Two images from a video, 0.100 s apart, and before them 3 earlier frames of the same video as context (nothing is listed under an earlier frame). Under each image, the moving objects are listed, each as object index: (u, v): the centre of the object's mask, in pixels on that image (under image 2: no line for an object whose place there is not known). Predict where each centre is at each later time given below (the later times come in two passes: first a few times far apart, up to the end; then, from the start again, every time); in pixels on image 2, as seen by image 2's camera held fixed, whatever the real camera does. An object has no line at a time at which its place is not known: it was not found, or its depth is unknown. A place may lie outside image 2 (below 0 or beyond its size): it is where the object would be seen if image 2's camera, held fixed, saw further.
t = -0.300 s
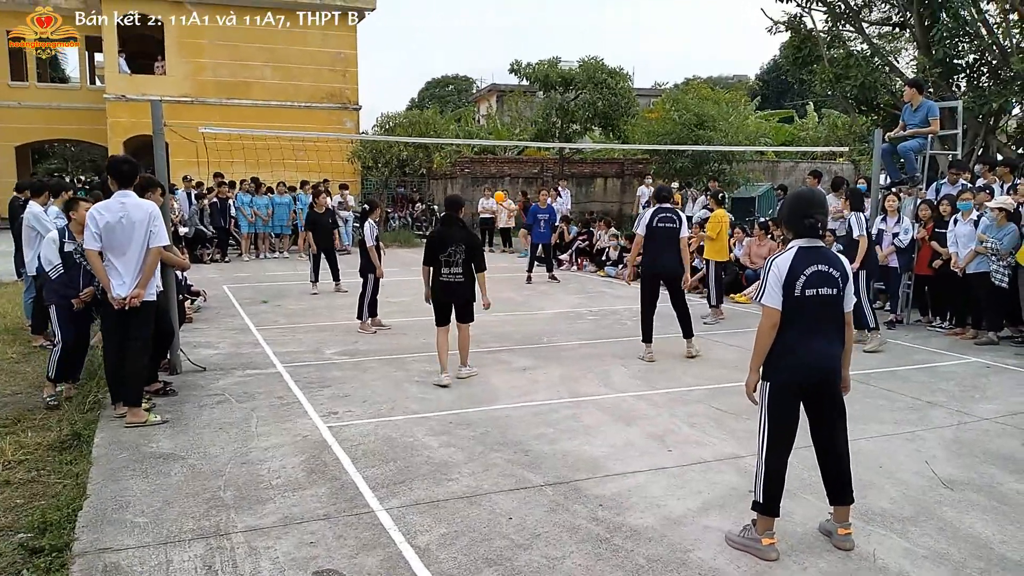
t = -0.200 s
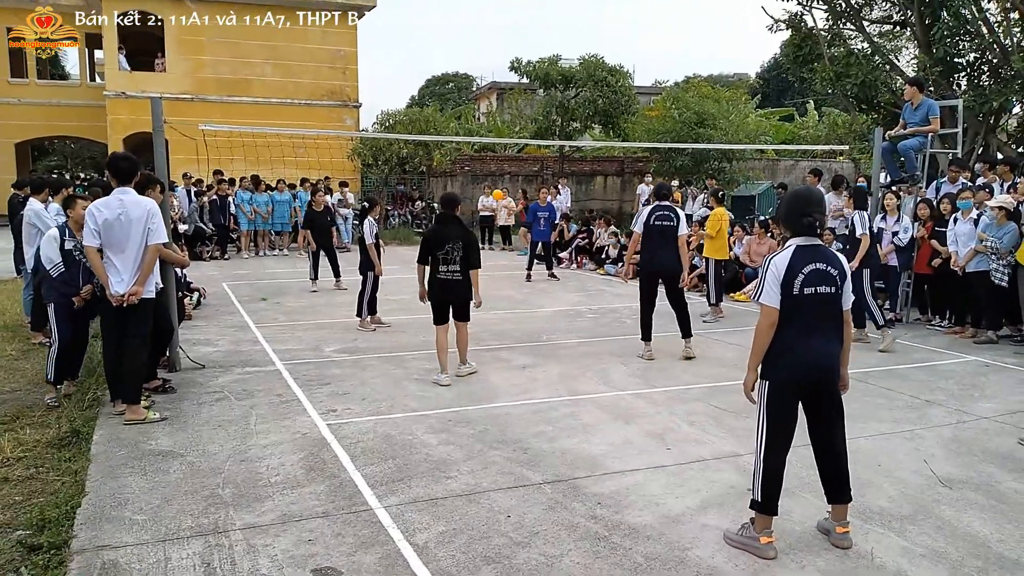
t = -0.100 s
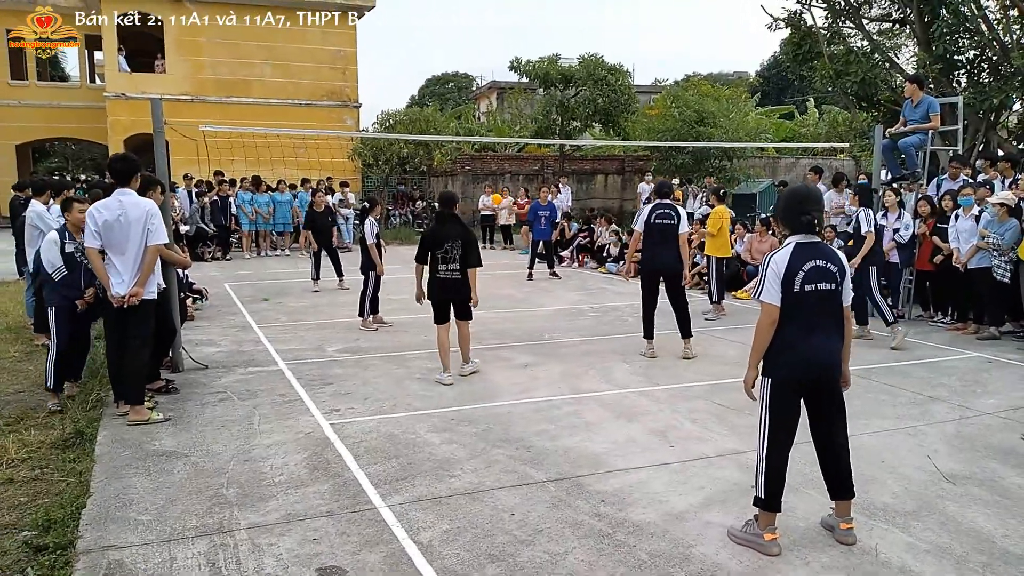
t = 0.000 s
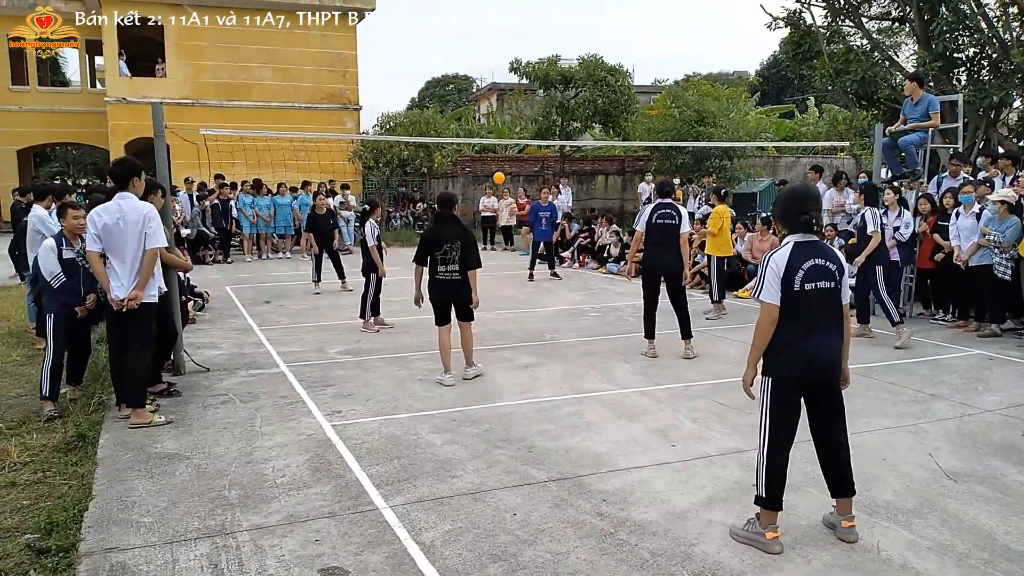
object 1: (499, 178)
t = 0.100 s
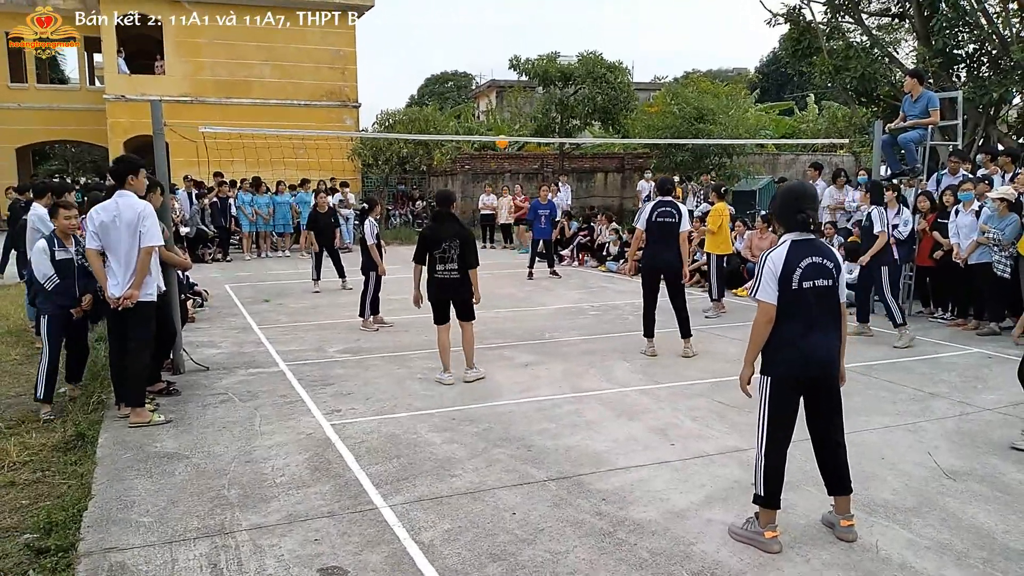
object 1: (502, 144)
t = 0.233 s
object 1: (510, 99)
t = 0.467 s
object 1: (533, 43)
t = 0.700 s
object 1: (567, 26)
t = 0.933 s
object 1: (612, 68)
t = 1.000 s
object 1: (626, 97)
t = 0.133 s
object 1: (504, 130)
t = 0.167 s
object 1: (505, 120)
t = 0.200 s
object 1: (508, 109)
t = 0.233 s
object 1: (510, 99)
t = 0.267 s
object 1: (513, 89)
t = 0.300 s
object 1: (516, 81)
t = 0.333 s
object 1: (519, 72)
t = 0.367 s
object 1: (522, 64)
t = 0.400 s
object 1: (526, 56)
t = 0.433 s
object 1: (530, 49)
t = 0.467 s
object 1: (533, 43)
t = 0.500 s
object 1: (537, 37)
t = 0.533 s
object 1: (542, 33)
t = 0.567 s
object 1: (546, 29)
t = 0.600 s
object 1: (550, 27)
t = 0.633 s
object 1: (555, 26)
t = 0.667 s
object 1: (561, 25)
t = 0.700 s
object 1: (567, 26)
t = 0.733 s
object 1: (573, 27)
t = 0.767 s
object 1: (579, 30)
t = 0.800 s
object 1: (585, 34)
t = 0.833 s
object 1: (591, 40)
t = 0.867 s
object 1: (597, 48)
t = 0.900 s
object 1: (605, 57)
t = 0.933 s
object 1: (612, 68)
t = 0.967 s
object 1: (619, 82)
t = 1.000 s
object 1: (626, 97)
